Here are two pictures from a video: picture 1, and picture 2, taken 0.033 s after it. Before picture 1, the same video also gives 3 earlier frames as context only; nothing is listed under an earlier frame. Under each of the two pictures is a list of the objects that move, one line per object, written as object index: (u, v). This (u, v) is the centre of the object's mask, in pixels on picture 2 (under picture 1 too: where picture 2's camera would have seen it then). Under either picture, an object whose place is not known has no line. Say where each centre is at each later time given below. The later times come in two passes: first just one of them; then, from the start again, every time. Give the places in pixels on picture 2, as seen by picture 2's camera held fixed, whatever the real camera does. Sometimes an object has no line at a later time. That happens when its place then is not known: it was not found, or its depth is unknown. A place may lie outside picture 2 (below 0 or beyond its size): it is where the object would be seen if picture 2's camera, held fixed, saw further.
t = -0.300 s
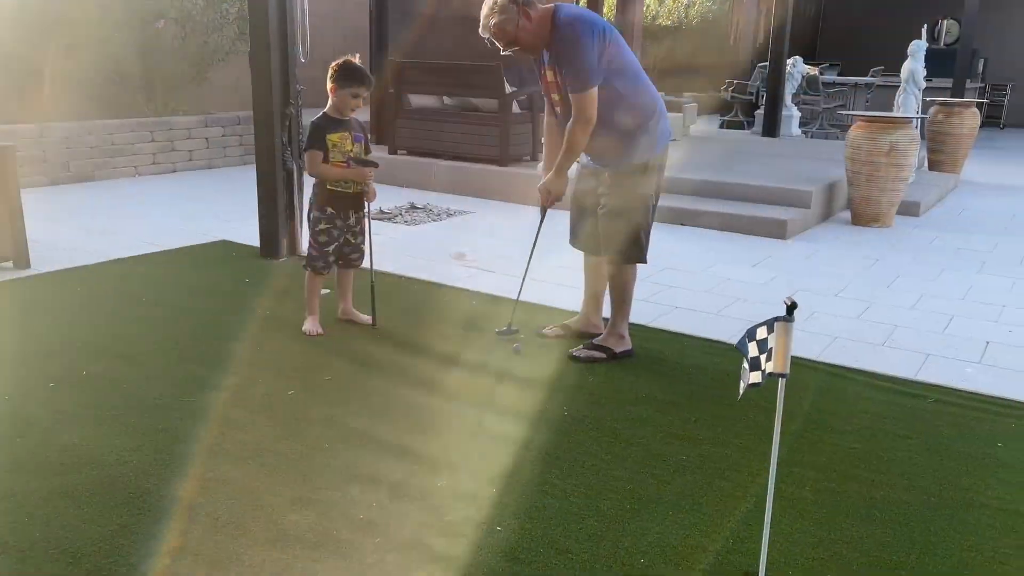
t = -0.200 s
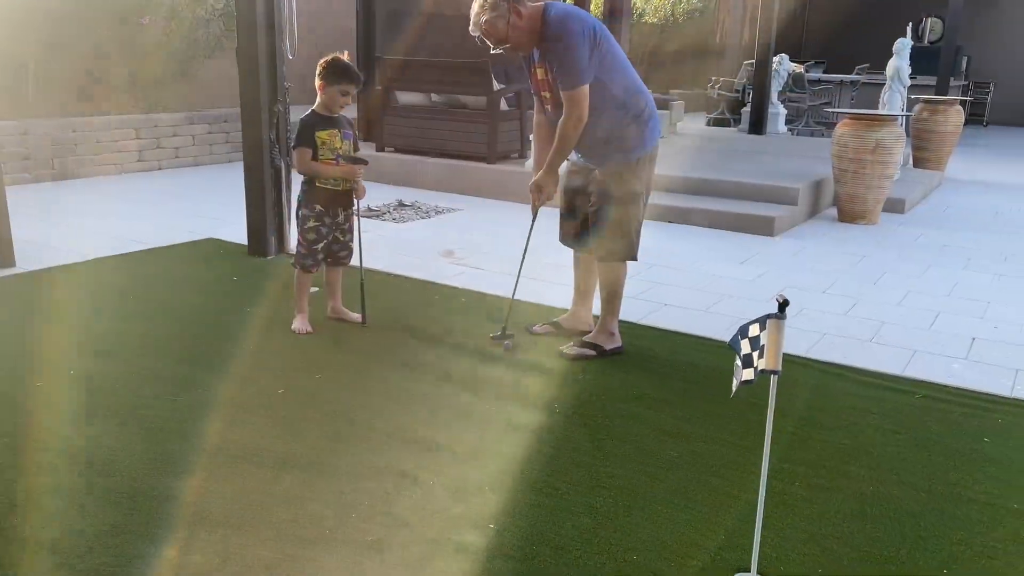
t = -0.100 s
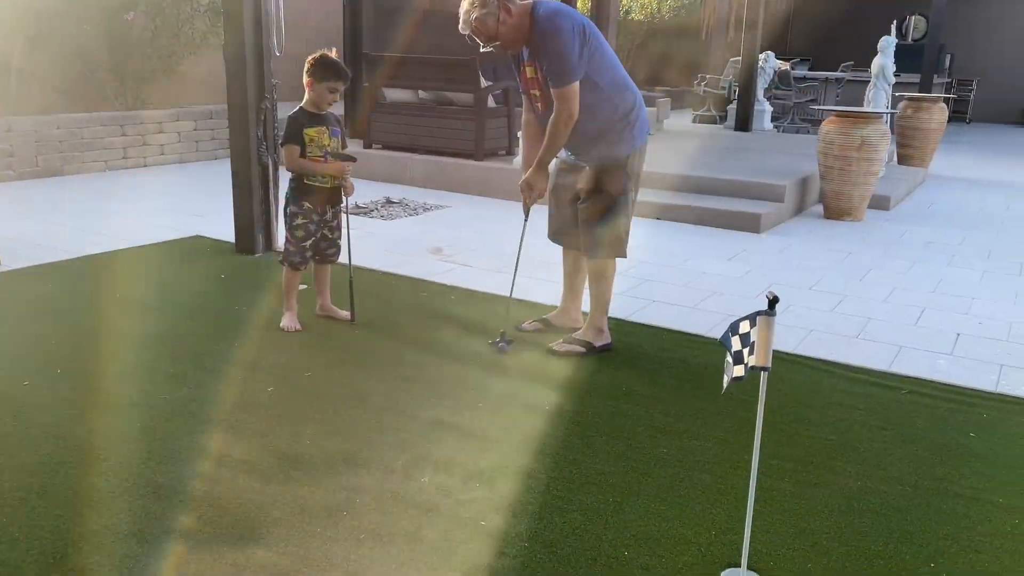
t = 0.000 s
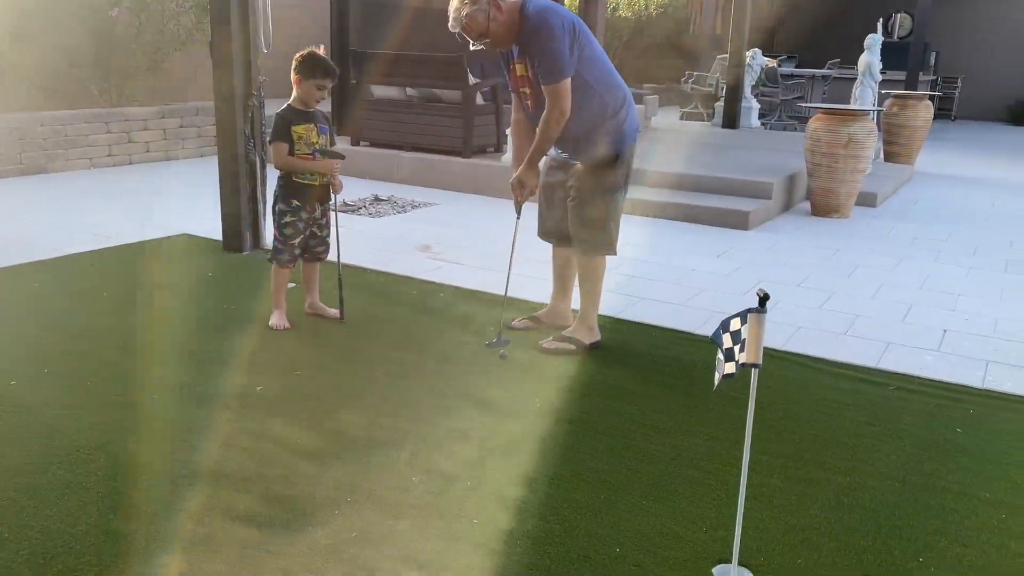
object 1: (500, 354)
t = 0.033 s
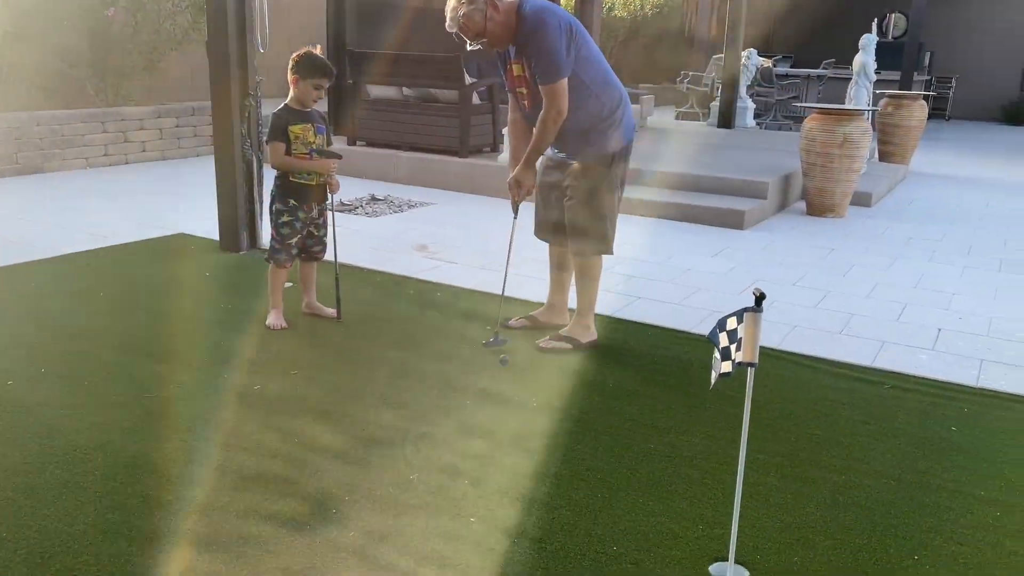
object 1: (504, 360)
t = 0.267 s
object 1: (528, 385)
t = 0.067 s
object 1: (506, 363)
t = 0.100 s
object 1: (510, 365)
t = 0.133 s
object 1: (513, 372)
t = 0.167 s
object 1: (517, 374)
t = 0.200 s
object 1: (520, 378)
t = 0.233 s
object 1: (524, 381)
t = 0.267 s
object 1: (528, 385)
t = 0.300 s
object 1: (531, 388)
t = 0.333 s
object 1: (535, 393)
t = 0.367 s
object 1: (538, 395)
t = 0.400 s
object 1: (542, 399)
